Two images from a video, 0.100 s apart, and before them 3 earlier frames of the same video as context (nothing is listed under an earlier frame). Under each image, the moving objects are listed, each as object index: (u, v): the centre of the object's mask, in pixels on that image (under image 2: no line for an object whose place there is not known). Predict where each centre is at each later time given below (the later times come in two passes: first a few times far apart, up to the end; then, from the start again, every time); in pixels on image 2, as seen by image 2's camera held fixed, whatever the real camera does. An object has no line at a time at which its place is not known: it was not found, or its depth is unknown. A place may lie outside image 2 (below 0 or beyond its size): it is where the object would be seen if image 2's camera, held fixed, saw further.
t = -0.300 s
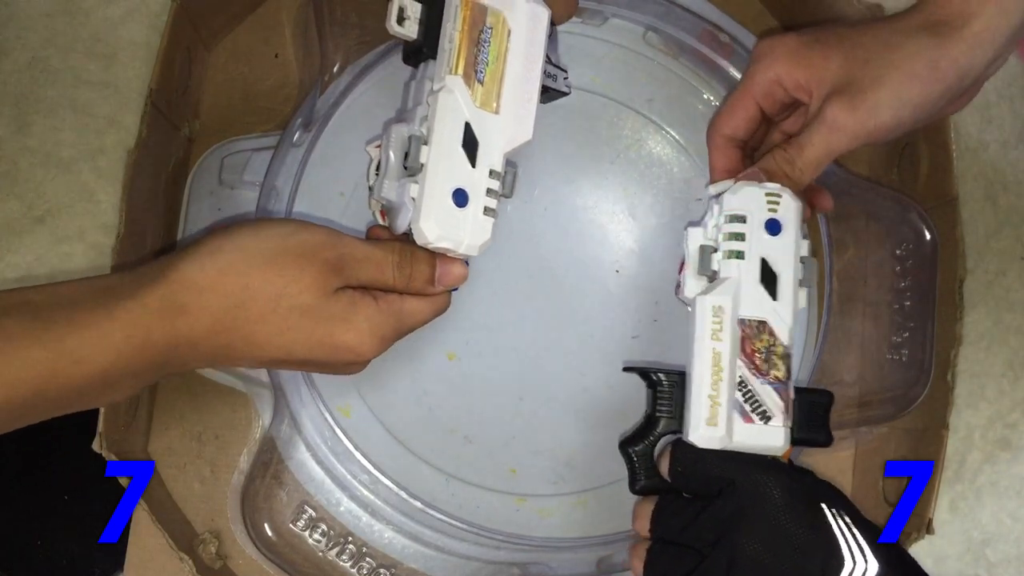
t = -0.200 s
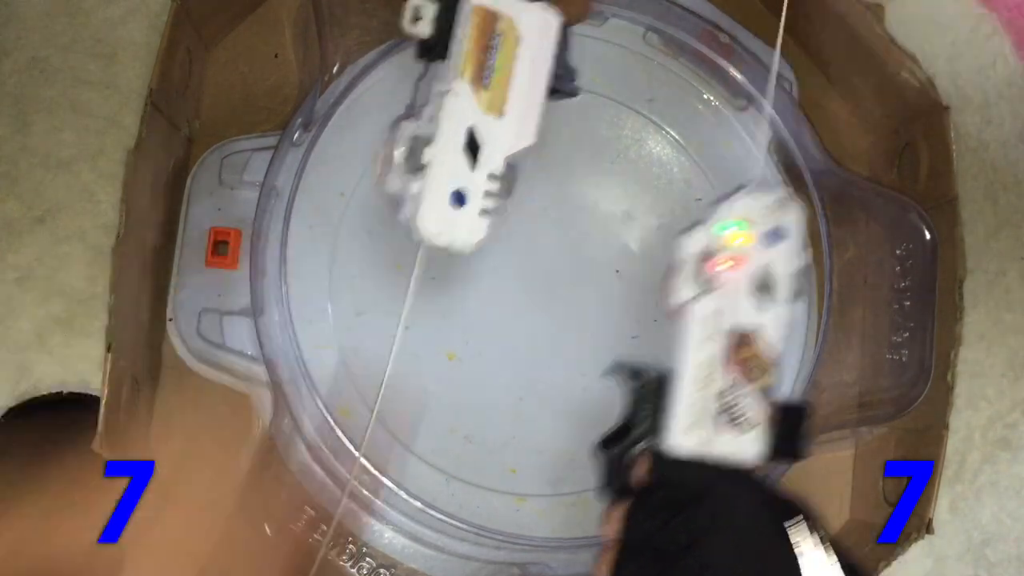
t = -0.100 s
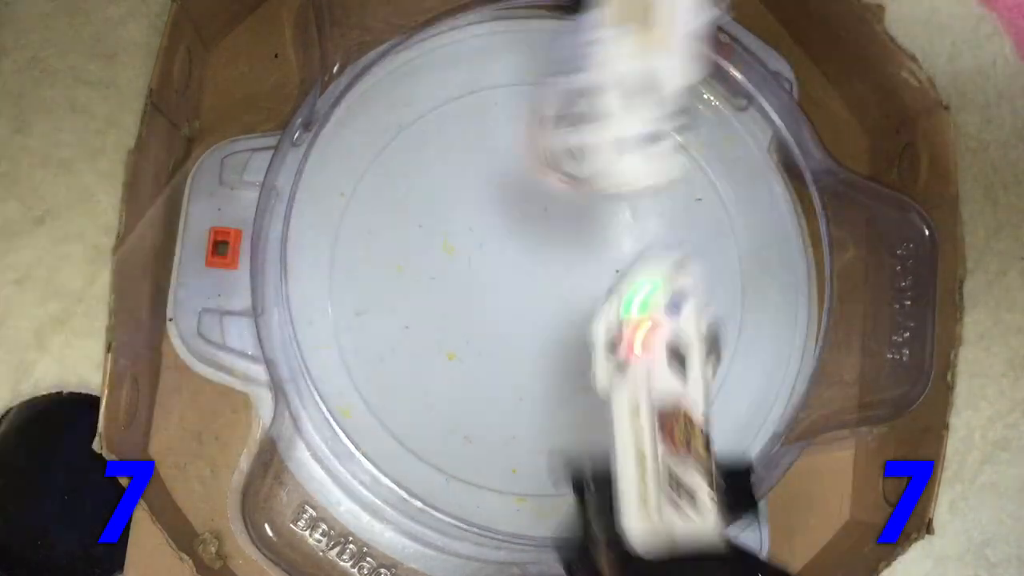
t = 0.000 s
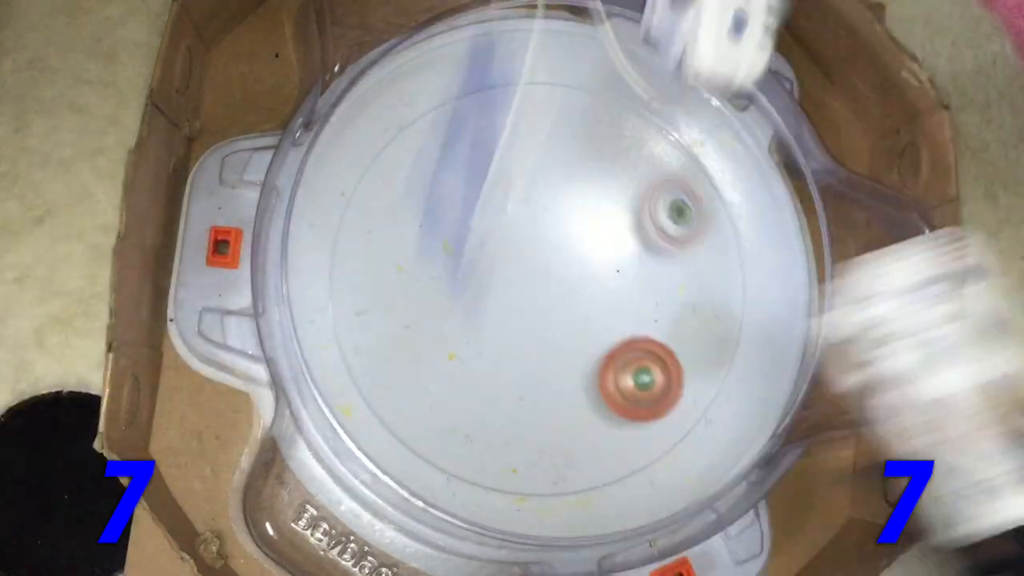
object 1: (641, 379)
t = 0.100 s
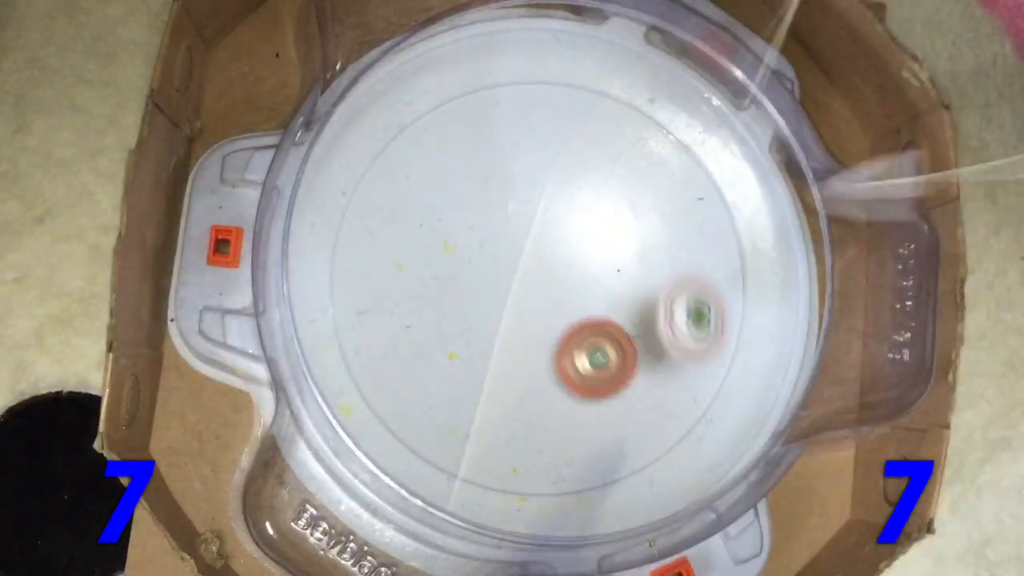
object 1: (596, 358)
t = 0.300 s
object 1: (531, 268)
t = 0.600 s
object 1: (494, 266)
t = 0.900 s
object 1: (501, 302)
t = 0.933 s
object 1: (504, 305)
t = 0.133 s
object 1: (584, 342)
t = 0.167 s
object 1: (570, 328)
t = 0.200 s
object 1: (559, 312)
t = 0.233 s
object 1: (548, 297)
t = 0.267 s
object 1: (539, 281)
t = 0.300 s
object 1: (531, 268)
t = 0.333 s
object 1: (525, 257)
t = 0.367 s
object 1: (520, 251)
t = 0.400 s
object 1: (515, 248)
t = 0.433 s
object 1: (511, 249)
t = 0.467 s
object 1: (507, 251)
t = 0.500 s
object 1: (502, 254)
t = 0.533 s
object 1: (499, 258)
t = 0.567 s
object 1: (496, 262)
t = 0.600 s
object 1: (494, 266)
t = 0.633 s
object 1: (492, 271)
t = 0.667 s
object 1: (491, 276)
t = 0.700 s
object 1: (491, 280)
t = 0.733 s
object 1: (491, 284)
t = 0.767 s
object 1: (492, 289)
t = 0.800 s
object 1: (493, 293)
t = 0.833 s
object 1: (495, 296)
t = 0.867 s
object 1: (497, 300)
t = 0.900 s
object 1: (501, 302)
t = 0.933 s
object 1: (504, 305)
